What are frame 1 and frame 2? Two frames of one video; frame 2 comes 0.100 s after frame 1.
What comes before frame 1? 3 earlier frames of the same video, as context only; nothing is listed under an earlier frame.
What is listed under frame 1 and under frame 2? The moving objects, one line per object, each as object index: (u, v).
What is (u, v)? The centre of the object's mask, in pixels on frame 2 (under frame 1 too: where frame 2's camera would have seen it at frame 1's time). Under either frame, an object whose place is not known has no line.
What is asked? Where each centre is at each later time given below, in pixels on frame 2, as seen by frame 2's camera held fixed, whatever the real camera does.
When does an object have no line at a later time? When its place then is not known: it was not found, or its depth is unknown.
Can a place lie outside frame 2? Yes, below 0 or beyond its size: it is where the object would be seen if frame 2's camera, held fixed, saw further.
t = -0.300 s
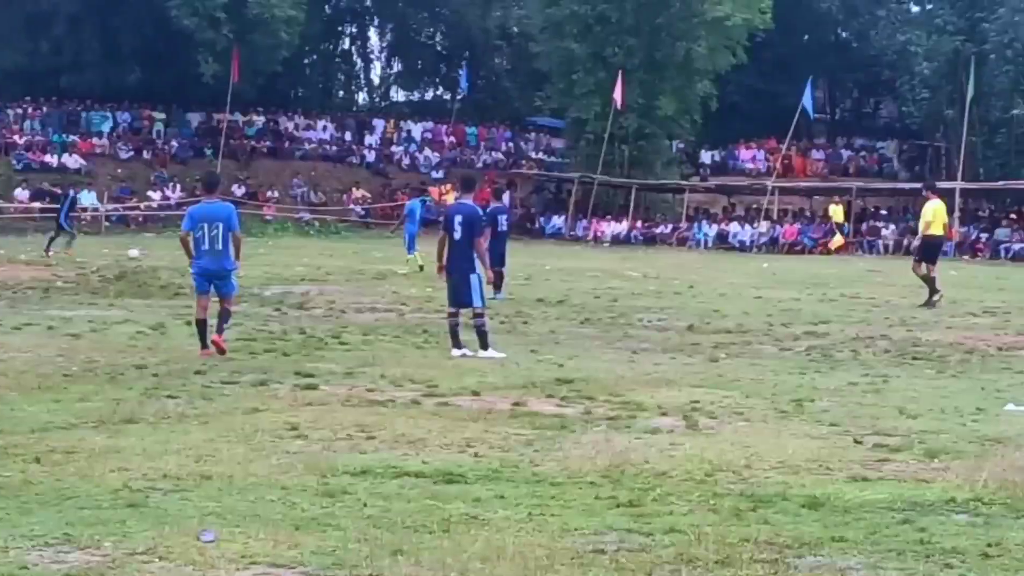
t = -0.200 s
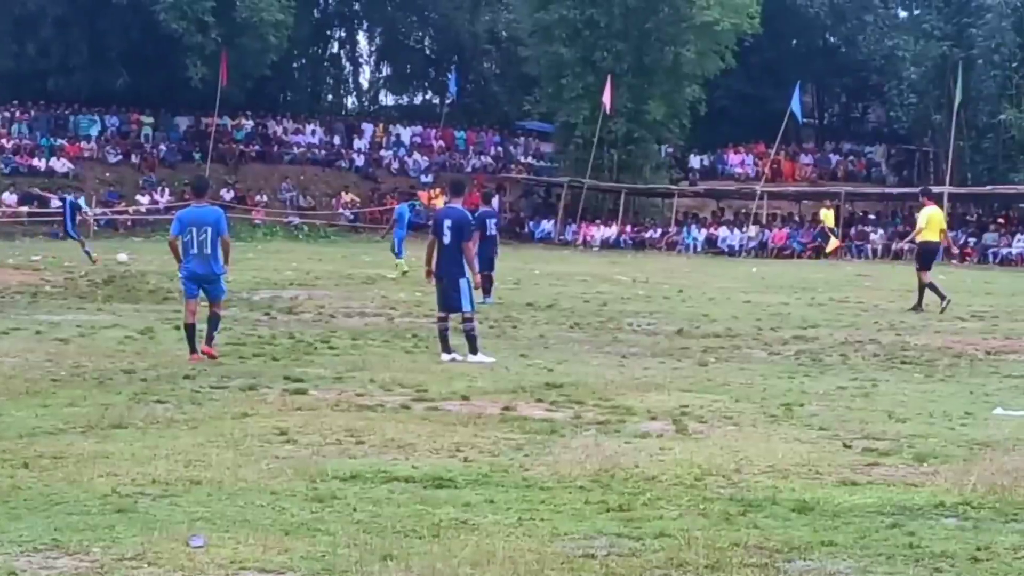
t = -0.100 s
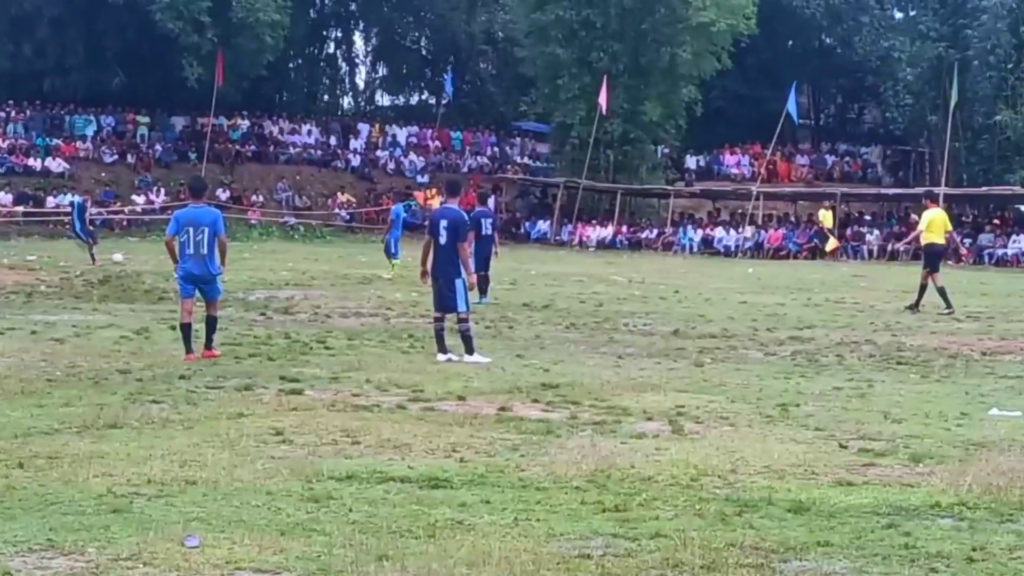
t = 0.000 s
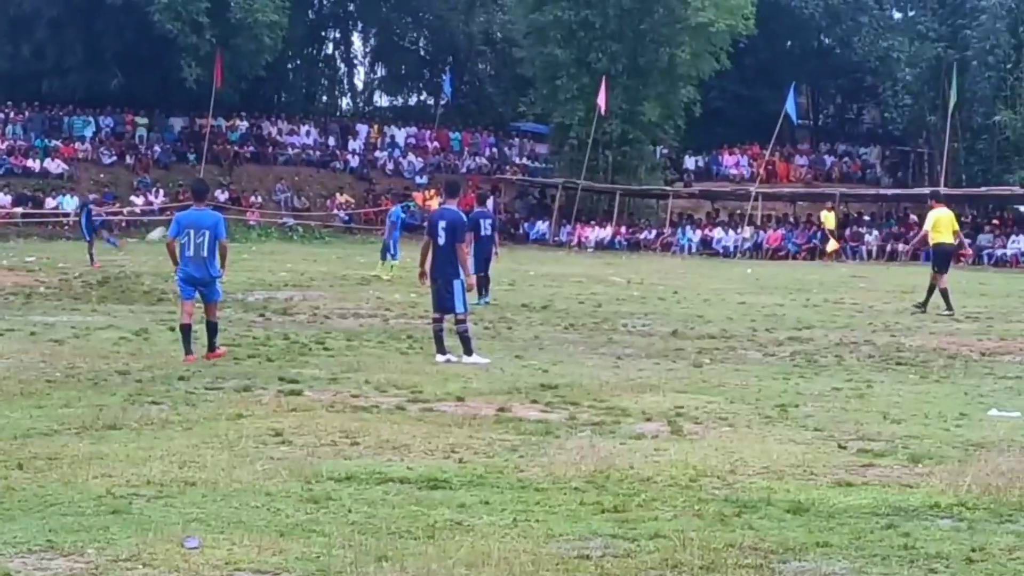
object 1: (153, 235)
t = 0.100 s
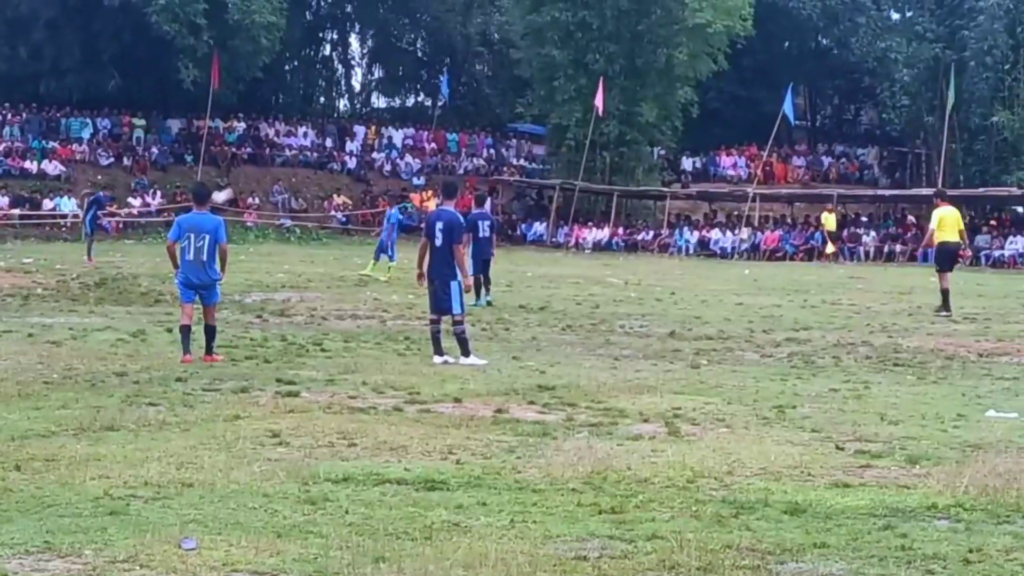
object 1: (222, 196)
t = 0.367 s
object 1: (411, 103)
